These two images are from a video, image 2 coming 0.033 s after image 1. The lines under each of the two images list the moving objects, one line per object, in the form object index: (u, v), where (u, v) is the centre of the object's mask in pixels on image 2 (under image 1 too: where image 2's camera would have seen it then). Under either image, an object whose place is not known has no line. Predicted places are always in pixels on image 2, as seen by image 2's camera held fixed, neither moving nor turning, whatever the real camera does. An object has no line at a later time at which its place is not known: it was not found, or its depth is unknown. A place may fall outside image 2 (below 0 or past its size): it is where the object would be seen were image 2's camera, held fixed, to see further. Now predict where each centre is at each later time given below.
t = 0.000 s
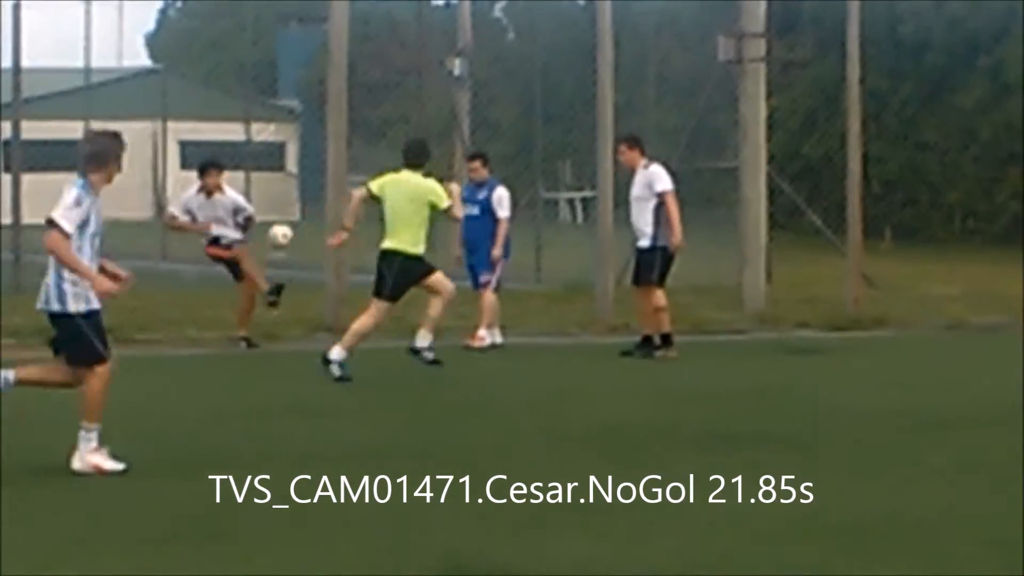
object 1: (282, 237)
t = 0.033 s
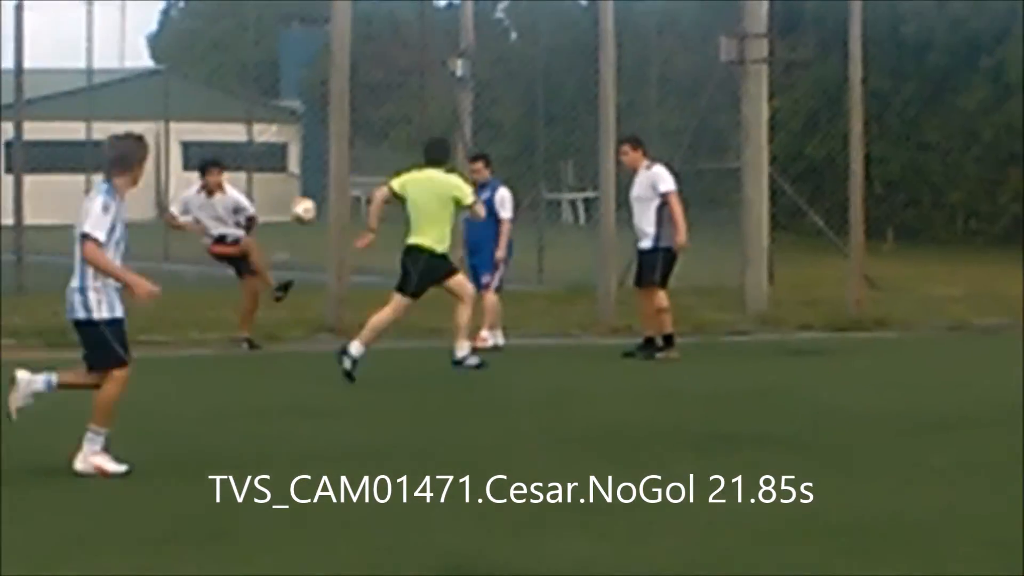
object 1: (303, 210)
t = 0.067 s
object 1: (323, 184)
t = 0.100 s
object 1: (345, 160)
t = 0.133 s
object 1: (365, 136)
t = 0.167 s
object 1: (386, 113)
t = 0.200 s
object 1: (407, 92)
